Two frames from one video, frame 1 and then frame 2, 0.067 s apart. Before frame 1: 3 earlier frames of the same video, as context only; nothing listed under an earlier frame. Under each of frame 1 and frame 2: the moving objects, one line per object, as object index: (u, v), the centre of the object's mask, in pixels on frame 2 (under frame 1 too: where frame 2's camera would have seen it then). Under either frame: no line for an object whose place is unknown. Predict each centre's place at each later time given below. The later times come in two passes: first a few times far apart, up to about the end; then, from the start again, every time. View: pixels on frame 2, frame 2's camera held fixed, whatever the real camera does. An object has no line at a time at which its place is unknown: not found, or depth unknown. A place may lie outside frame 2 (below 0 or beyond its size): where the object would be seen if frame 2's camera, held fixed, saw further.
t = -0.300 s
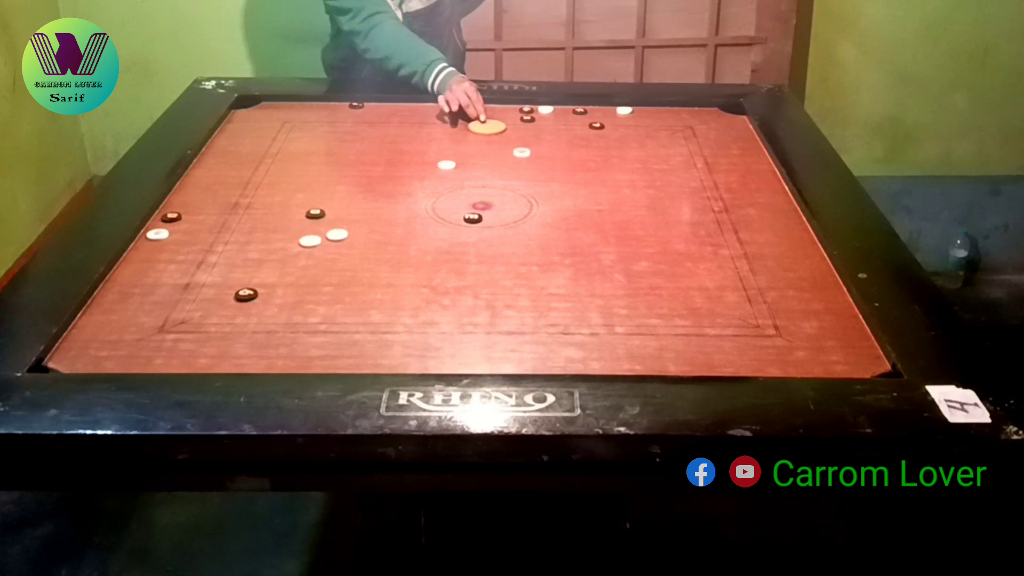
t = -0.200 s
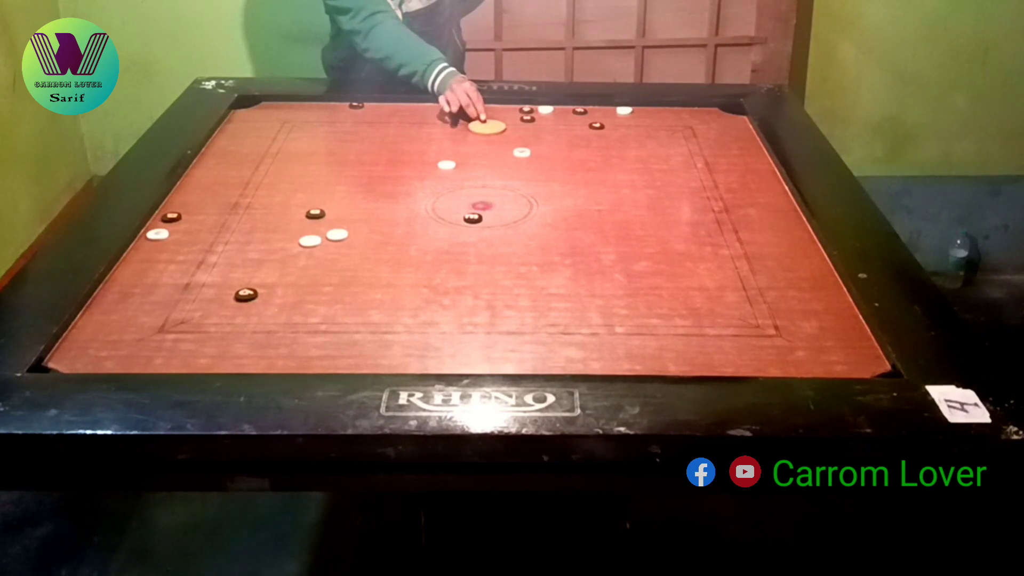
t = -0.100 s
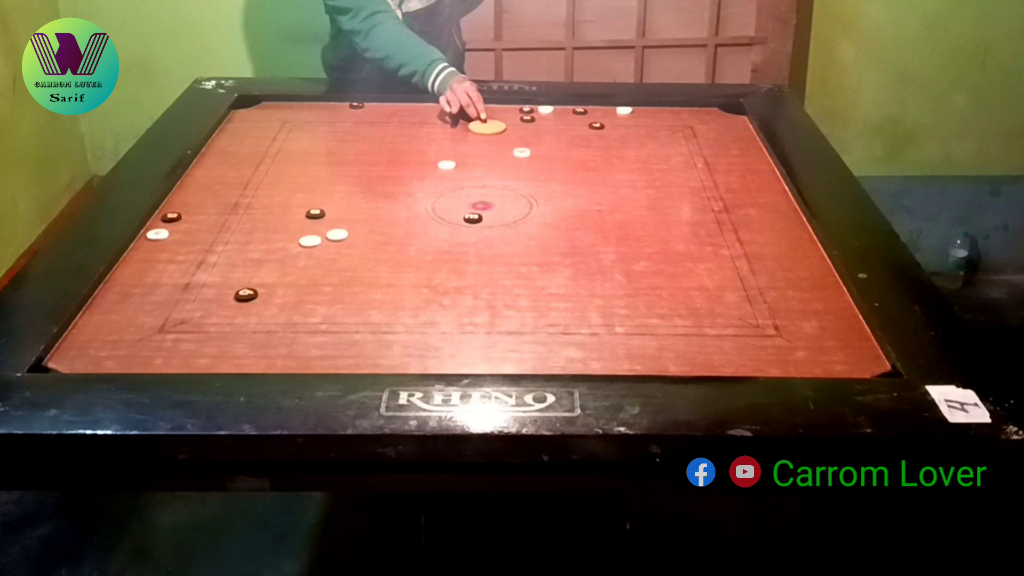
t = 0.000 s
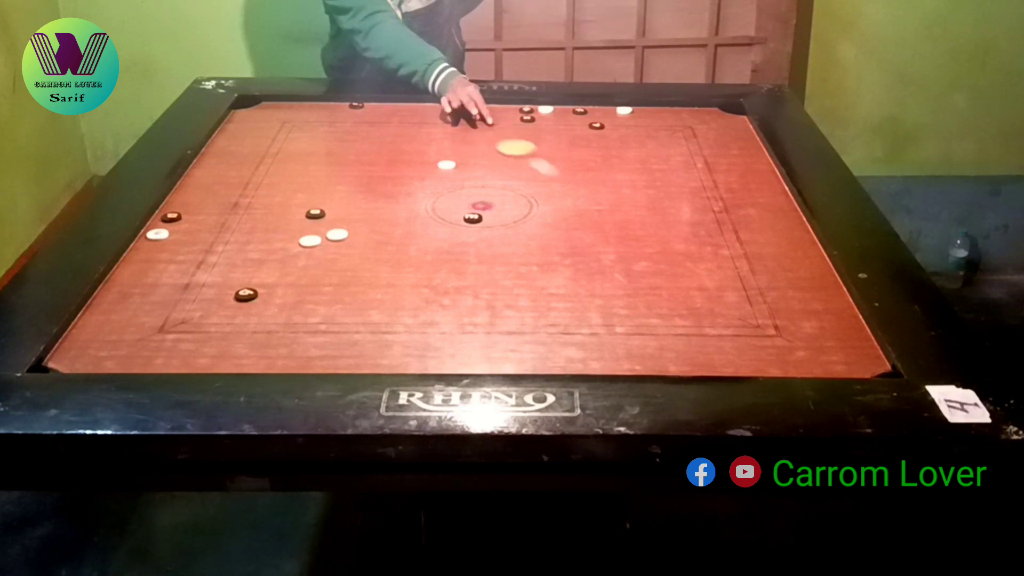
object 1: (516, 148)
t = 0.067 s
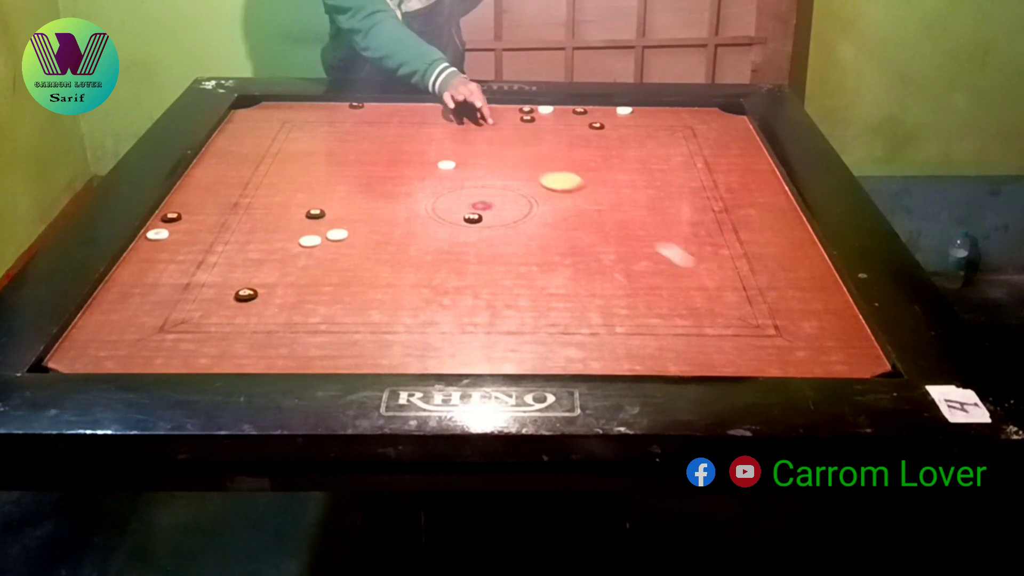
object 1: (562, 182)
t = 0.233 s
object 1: (712, 293)
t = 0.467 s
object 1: (776, 268)
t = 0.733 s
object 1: (634, 159)
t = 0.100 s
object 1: (587, 201)
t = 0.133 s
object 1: (615, 221)
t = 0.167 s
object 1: (644, 243)
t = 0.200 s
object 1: (678, 267)
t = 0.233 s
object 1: (712, 293)
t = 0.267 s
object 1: (754, 323)
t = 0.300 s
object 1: (797, 356)
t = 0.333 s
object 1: (821, 354)
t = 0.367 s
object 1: (829, 329)
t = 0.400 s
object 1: (826, 306)
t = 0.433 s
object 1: (800, 286)
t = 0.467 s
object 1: (776, 268)
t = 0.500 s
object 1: (753, 250)
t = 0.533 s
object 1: (733, 235)
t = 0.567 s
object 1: (715, 220)
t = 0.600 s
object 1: (696, 206)
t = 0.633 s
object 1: (680, 194)
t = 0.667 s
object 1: (663, 181)
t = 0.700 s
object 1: (648, 170)
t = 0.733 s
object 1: (634, 159)
